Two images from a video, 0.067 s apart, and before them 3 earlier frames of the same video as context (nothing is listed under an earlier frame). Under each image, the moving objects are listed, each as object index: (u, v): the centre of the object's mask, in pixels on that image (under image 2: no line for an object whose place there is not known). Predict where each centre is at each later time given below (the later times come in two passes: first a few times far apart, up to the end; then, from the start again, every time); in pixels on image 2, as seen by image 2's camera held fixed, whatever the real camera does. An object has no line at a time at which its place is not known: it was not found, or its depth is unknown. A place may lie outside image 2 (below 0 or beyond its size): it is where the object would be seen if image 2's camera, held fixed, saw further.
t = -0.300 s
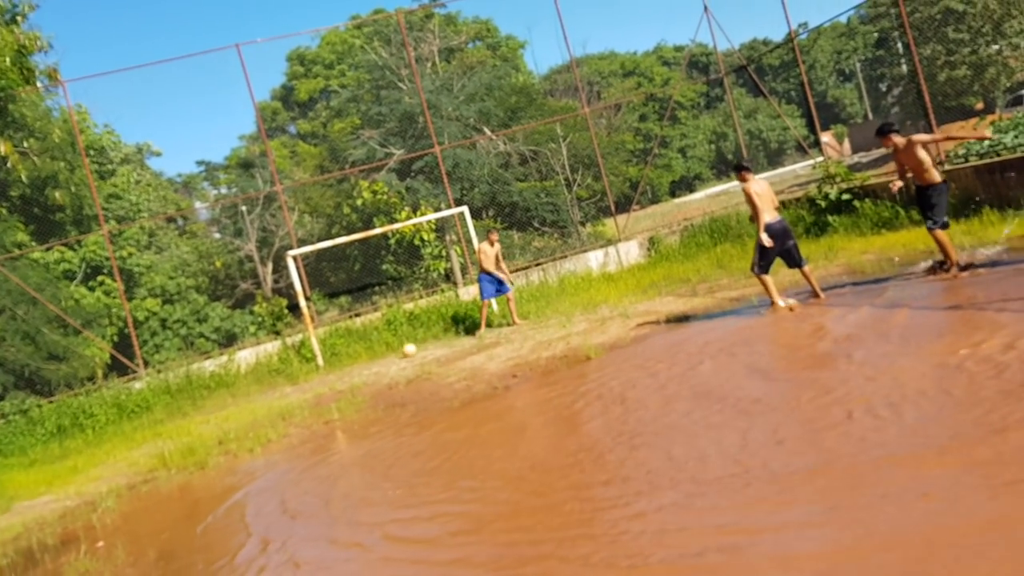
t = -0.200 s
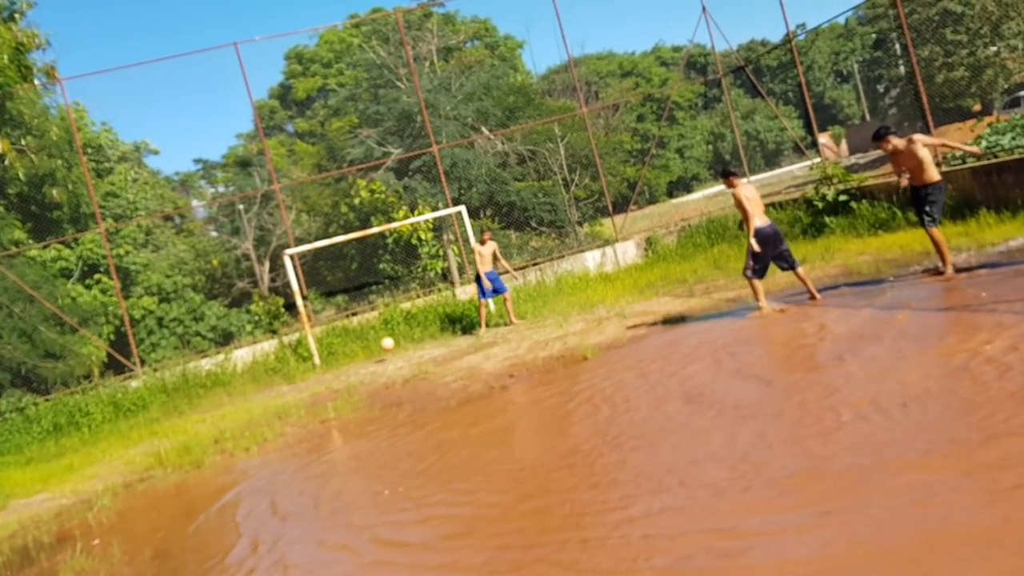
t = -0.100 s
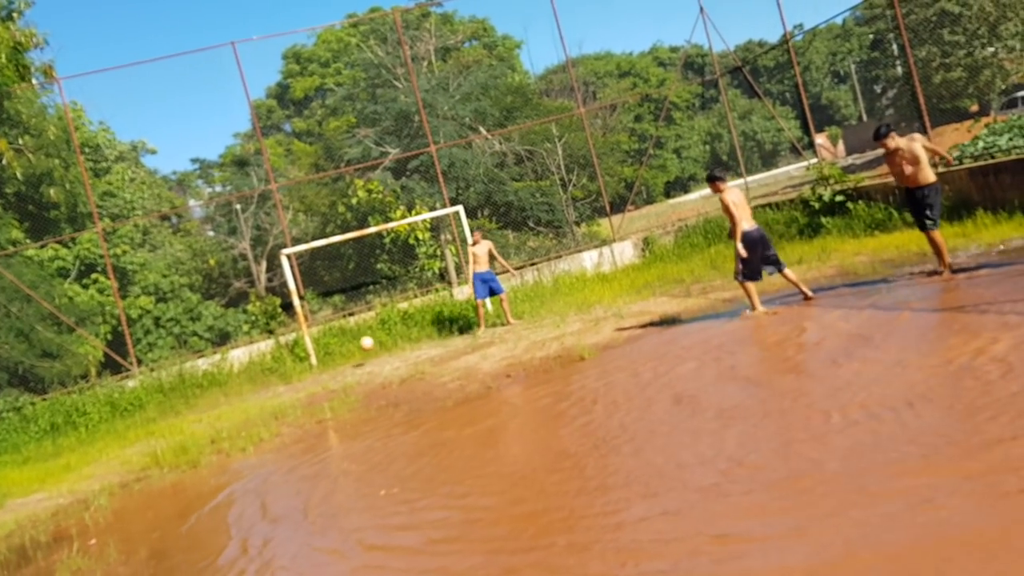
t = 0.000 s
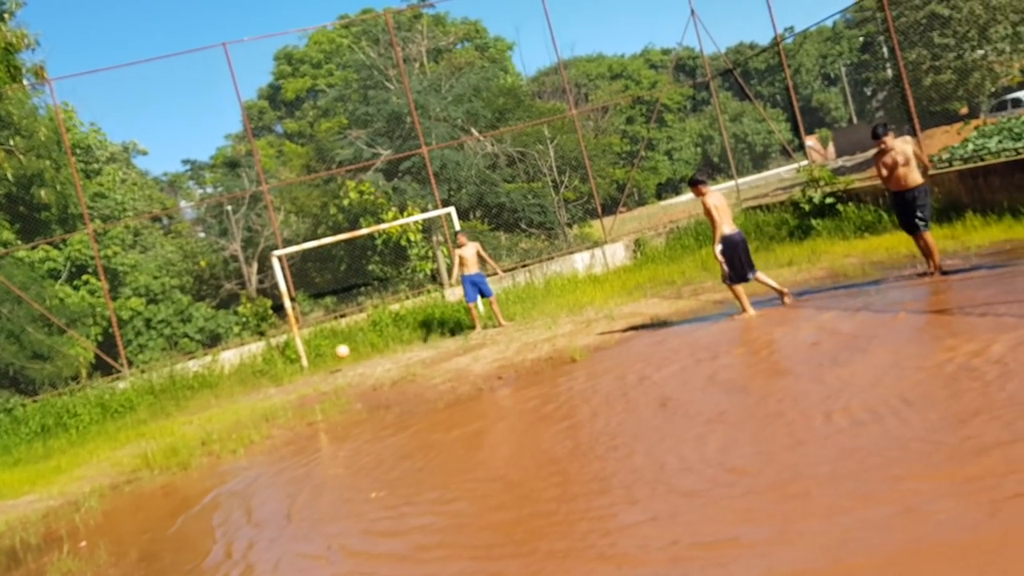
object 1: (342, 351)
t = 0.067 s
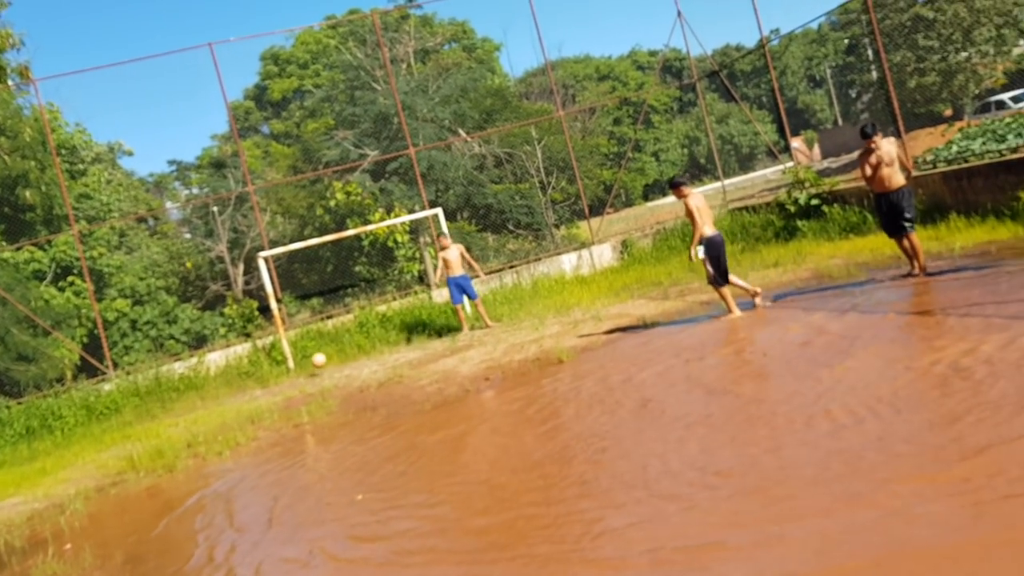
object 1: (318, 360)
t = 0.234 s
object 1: (292, 370)
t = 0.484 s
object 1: (253, 385)
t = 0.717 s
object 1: (216, 397)
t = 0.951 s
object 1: (183, 410)
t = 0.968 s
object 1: (181, 410)
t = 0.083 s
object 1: (316, 362)
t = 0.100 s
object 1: (314, 365)
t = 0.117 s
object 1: (311, 368)
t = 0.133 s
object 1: (309, 371)
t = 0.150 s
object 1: (306, 373)
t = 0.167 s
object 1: (304, 373)
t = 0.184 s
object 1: (301, 372)
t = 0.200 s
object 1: (298, 371)
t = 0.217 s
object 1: (295, 370)
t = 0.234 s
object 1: (292, 370)
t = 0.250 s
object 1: (290, 370)
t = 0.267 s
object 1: (286, 369)
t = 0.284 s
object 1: (284, 369)
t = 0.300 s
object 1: (281, 369)
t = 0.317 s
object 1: (277, 370)
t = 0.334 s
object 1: (275, 370)
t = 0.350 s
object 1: (272, 371)
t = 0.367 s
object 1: (270, 372)
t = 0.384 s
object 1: (267, 373)
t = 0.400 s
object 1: (264, 375)
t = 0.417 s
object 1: (262, 377)
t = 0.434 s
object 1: (260, 378)
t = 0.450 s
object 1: (258, 380)
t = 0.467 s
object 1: (255, 382)
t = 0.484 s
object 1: (253, 385)
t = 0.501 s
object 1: (251, 387)
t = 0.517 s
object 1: (248, 389)
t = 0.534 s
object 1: (246, 390)
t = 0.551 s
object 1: (243, 390)
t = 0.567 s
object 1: (240, 390)
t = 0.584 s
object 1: (237, 390)
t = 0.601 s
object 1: (234, 390)
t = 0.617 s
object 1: (231, 391)
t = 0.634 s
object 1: (229, 391)
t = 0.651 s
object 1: (226, 392)
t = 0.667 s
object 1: (224, 394)
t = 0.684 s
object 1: (222, 395)
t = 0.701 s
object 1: (220, 396)
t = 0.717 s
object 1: (216, 397)
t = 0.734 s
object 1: (215, 398)
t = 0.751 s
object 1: (212, 399)
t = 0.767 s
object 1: (210, 400)
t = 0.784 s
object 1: (208, 401)
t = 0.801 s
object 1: (205, 402)
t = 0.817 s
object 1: (202, 403)
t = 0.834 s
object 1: (200, 404)
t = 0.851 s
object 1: (197, 405)
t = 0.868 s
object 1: (195, 406)
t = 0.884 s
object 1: (193, 407)
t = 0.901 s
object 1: (190, 408)
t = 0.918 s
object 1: (187, 408)
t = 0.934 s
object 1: (185, 409)
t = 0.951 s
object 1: (183, 410)
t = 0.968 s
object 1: (181, 410)
